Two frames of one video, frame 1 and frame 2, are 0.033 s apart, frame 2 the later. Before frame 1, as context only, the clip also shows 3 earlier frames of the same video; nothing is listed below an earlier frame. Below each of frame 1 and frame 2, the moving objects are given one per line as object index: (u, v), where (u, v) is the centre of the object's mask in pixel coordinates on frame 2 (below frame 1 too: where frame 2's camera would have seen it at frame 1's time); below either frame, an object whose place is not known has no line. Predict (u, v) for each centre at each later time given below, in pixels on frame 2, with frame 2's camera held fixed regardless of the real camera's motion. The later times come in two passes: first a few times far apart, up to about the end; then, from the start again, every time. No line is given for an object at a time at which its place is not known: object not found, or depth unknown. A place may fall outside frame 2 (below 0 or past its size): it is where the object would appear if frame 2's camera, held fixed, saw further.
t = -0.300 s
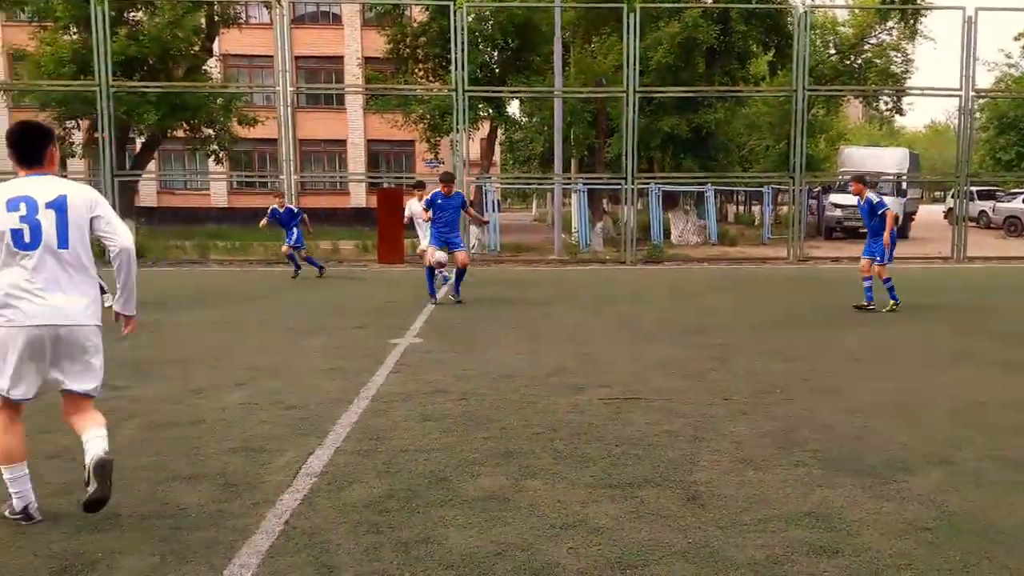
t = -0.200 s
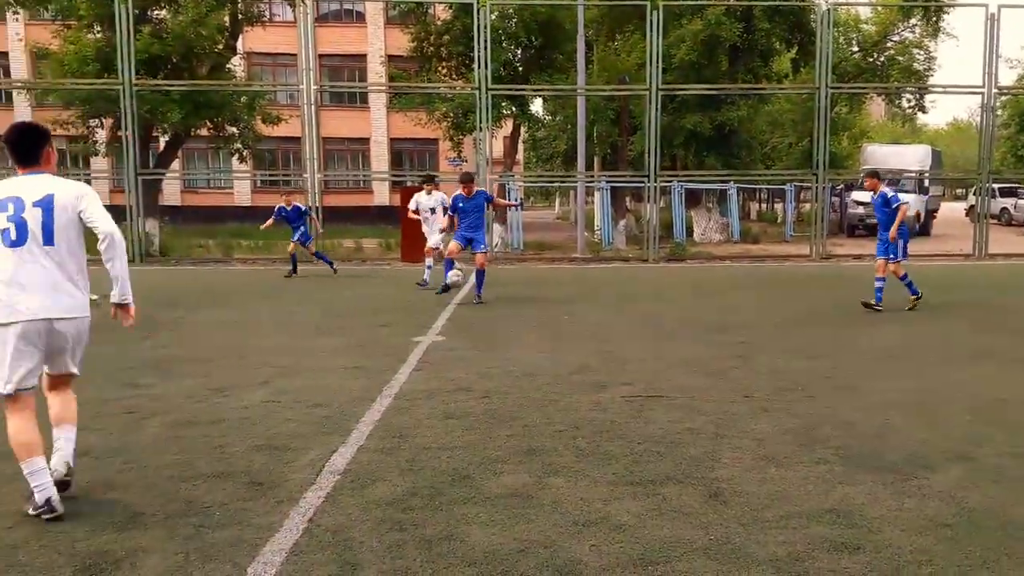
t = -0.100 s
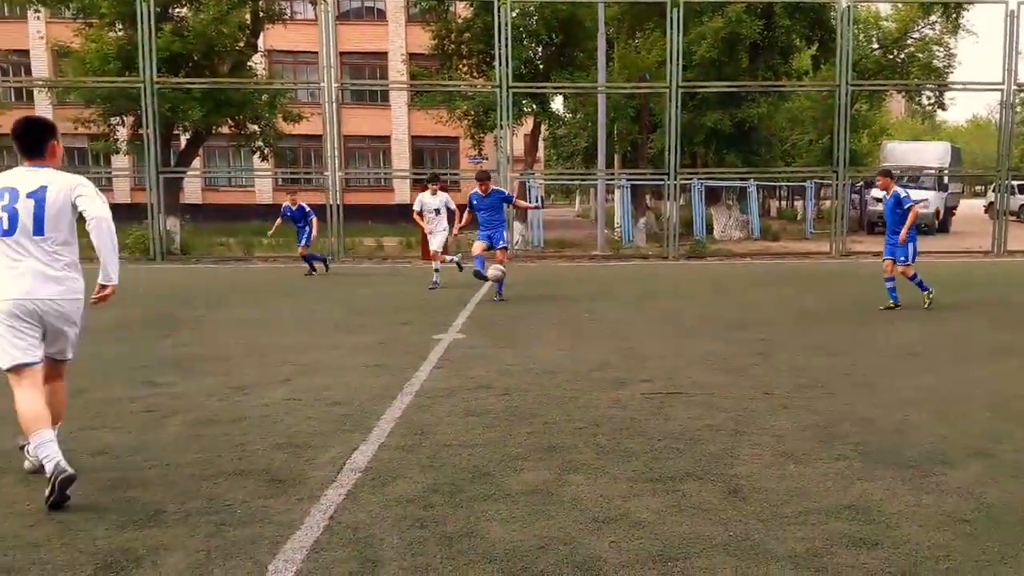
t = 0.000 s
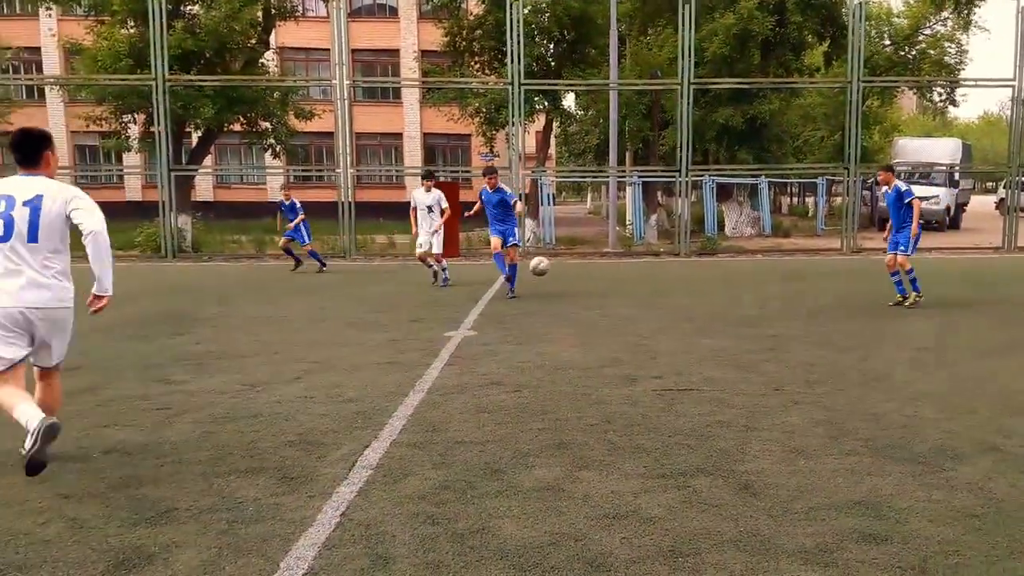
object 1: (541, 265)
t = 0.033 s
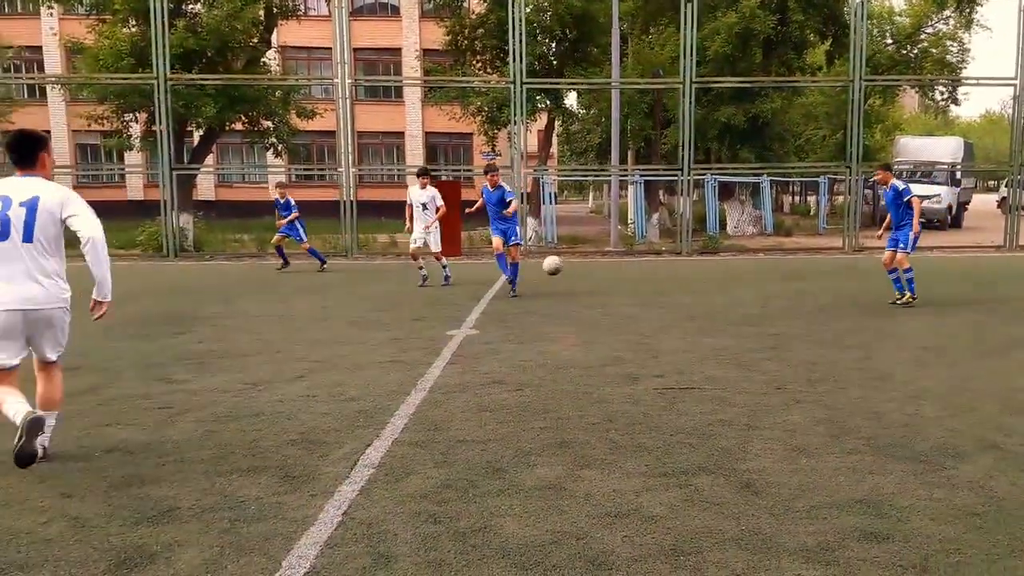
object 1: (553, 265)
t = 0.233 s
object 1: (630, 292)
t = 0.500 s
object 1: (725, 307)
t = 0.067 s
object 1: (564, 267)
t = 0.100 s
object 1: (577, 269)
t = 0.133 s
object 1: (590, 273)
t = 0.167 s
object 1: (602, 278)
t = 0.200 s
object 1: (616, 284)
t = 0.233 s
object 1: (630, 292)
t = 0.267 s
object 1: (645, 302)
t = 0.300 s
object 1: (660, 313)
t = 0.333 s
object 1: (675, 326)
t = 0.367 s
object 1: (685, 322)
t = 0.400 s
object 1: (695, 316)
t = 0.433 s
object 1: (705, 312)
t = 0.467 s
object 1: (714, 309)
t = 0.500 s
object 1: (725, 307)
